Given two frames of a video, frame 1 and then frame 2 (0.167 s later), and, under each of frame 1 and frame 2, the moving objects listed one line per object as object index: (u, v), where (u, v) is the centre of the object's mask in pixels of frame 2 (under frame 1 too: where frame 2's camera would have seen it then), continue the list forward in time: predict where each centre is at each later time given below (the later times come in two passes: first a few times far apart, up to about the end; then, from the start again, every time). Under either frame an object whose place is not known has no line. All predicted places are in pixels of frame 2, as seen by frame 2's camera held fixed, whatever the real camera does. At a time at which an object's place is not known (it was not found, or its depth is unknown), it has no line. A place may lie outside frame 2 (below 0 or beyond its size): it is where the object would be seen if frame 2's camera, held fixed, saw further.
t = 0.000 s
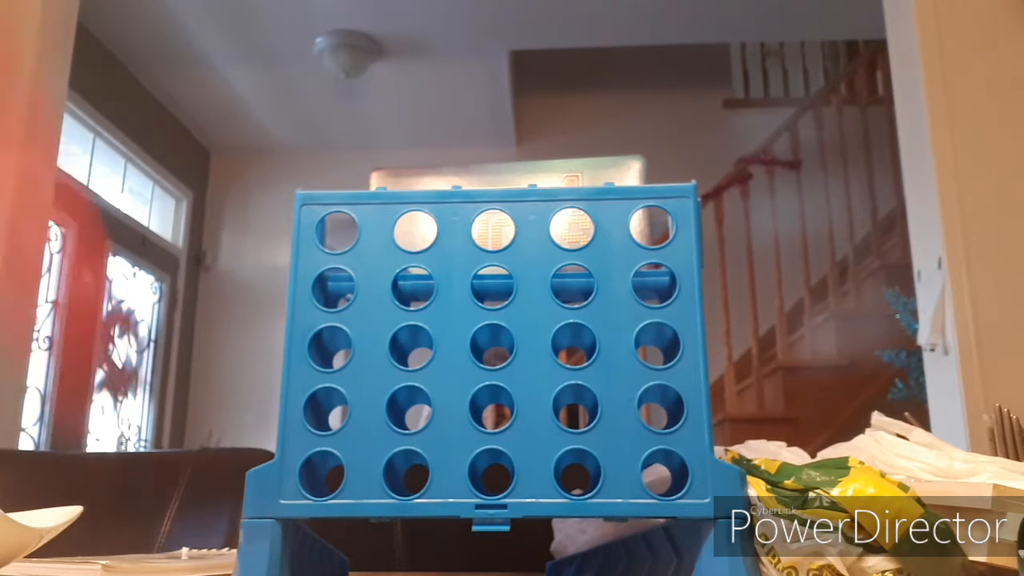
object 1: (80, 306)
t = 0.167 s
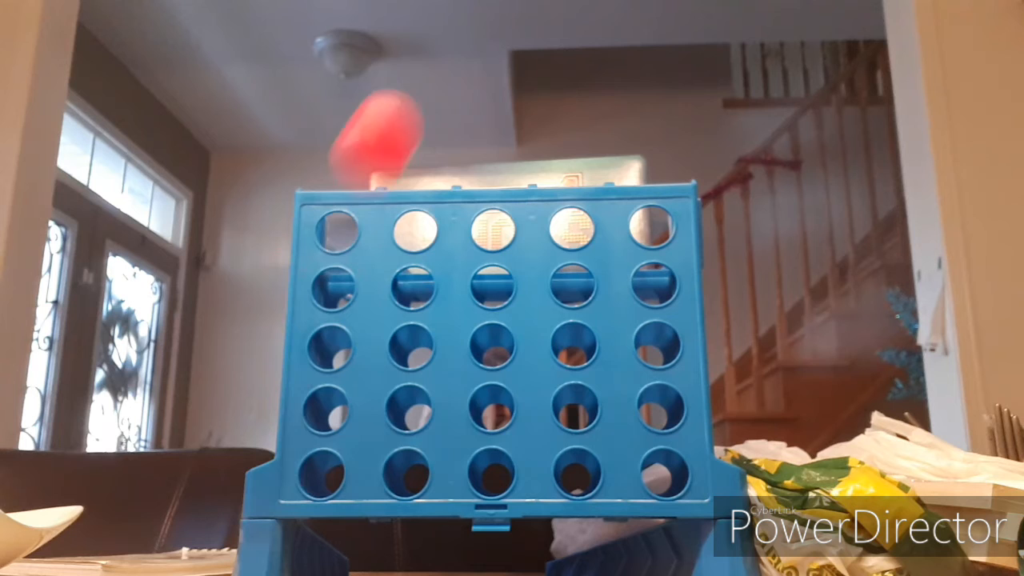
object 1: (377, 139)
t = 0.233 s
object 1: (434, 80)
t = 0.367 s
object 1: (510, 135)
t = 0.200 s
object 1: (407, 101)
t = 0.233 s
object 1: (434, 80)
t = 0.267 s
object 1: (456, 76)
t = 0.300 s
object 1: (477, 84)
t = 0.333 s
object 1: (495, 106)
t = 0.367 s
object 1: (510, 135)
